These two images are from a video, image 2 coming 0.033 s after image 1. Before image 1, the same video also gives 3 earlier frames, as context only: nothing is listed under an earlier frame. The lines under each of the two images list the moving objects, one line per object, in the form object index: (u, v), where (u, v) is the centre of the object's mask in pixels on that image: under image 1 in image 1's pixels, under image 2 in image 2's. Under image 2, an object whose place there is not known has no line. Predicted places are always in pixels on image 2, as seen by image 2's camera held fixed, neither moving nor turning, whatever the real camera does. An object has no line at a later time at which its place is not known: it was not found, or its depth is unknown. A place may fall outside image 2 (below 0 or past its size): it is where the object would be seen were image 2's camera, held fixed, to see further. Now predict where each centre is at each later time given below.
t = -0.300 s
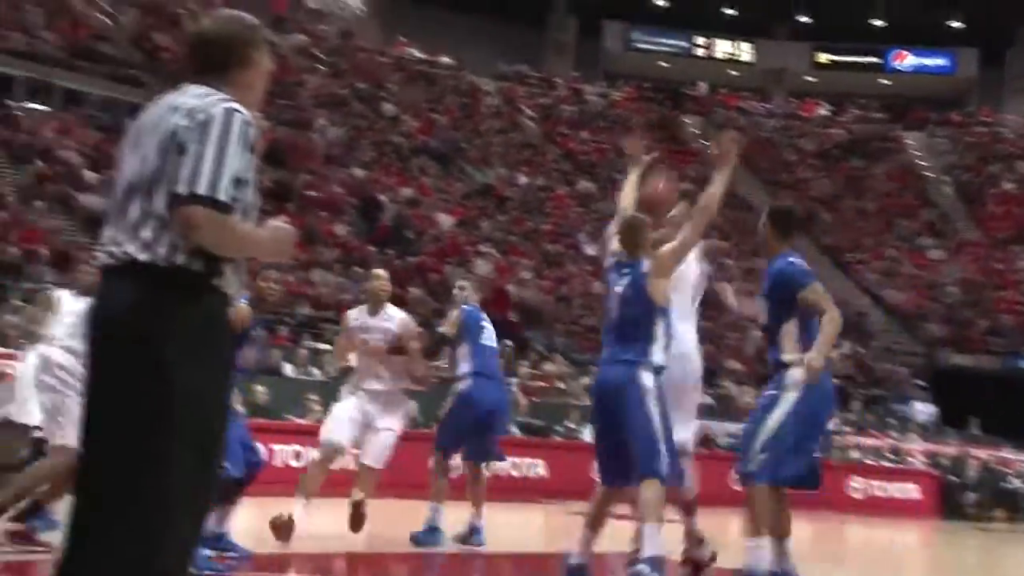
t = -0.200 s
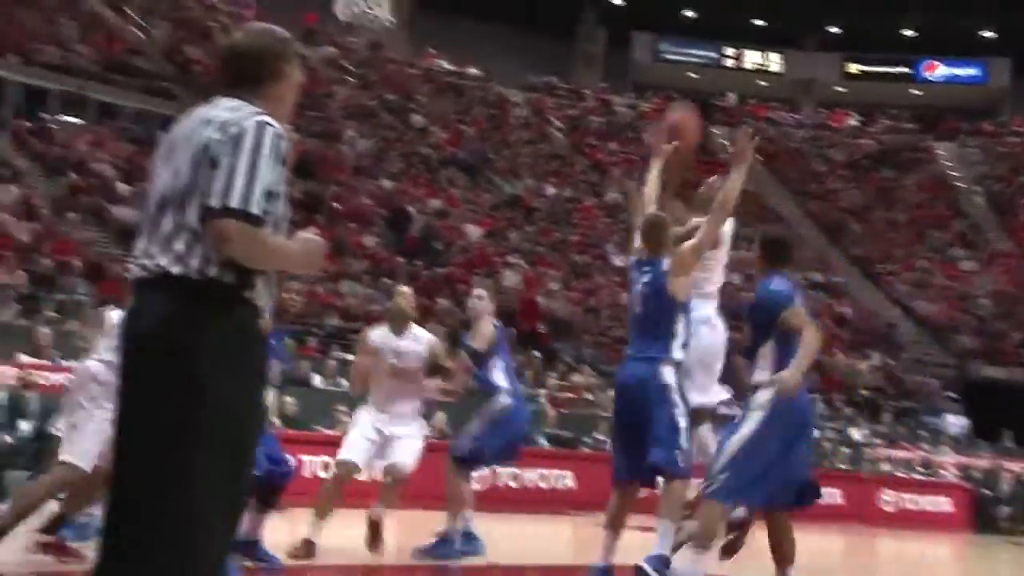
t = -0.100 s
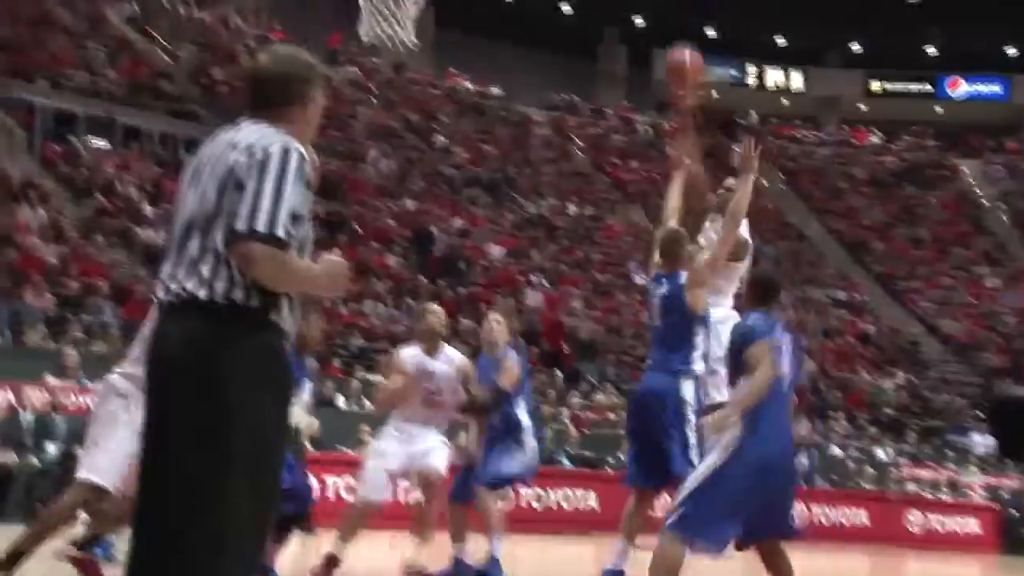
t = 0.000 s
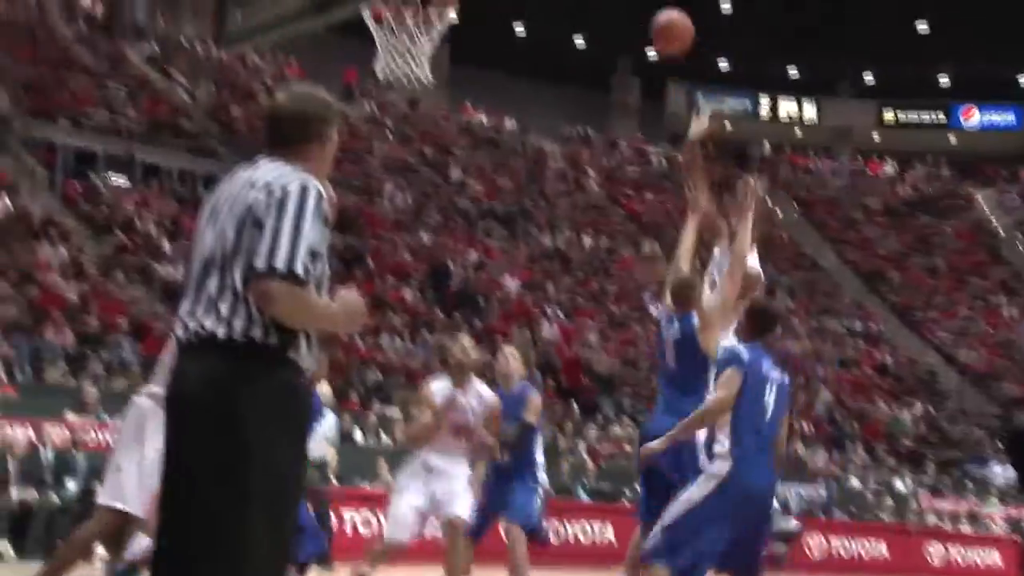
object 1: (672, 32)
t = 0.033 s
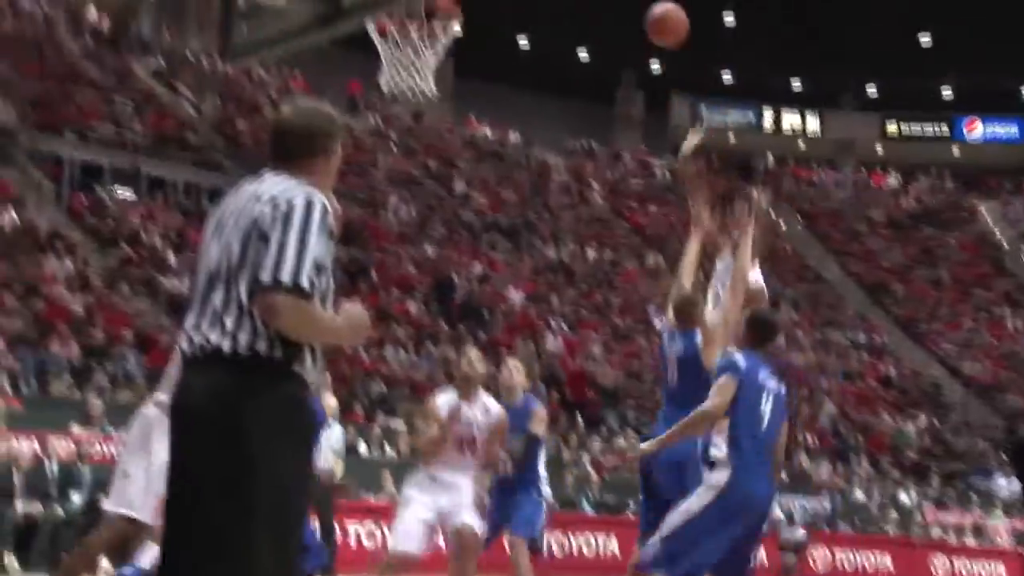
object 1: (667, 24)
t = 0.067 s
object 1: (657, 4)
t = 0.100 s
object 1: (646, -13)
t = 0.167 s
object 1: (627, -49)
